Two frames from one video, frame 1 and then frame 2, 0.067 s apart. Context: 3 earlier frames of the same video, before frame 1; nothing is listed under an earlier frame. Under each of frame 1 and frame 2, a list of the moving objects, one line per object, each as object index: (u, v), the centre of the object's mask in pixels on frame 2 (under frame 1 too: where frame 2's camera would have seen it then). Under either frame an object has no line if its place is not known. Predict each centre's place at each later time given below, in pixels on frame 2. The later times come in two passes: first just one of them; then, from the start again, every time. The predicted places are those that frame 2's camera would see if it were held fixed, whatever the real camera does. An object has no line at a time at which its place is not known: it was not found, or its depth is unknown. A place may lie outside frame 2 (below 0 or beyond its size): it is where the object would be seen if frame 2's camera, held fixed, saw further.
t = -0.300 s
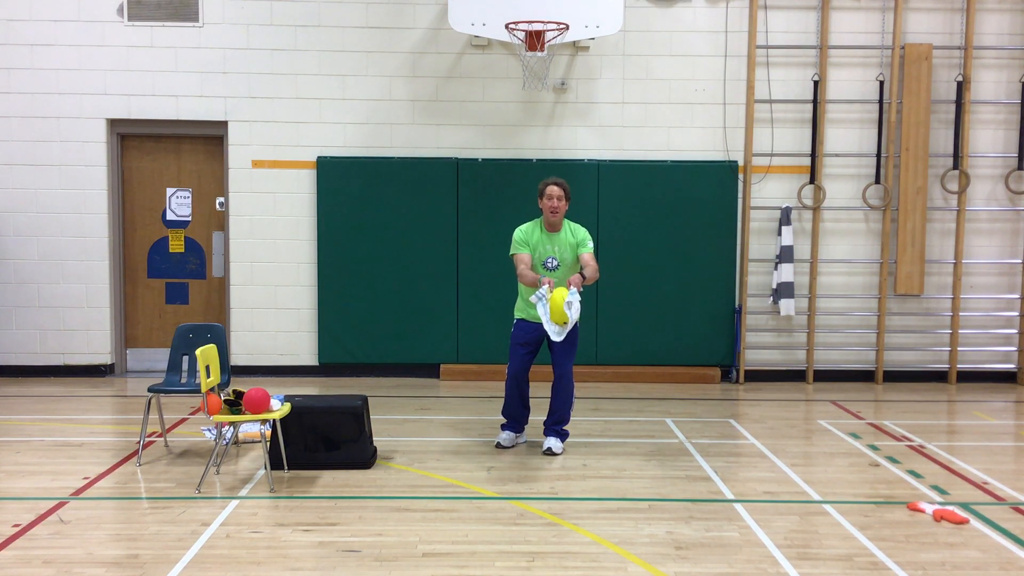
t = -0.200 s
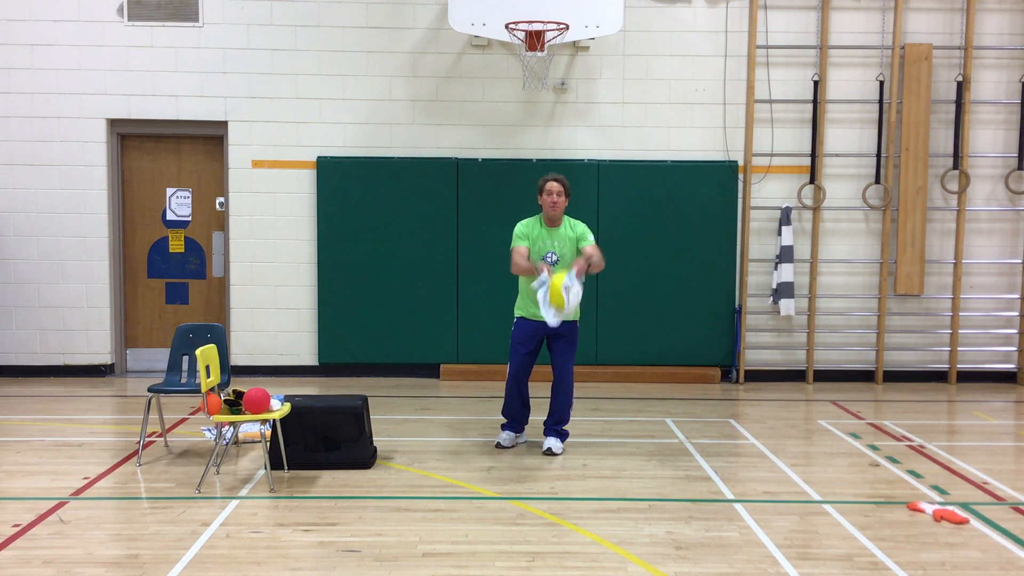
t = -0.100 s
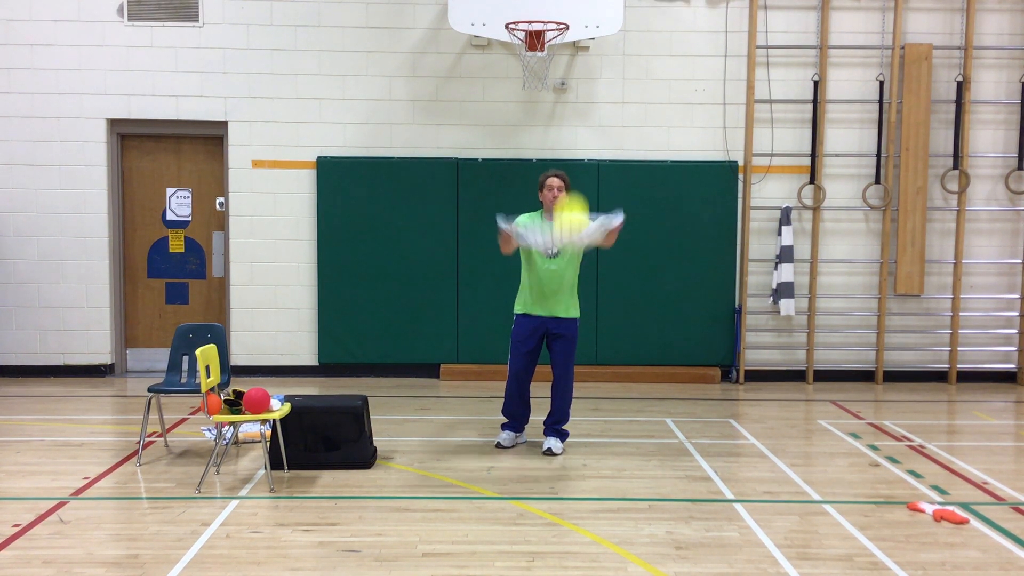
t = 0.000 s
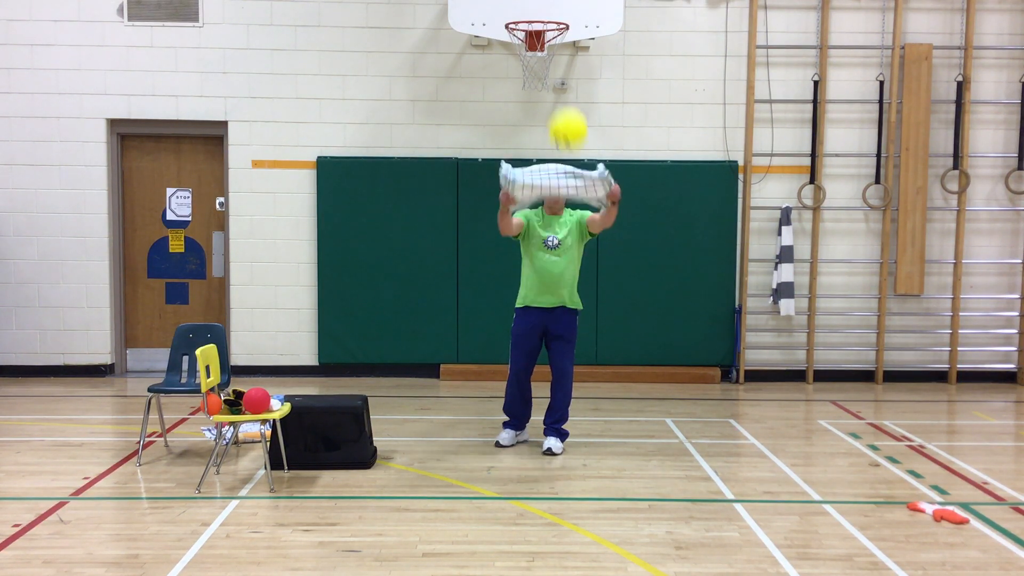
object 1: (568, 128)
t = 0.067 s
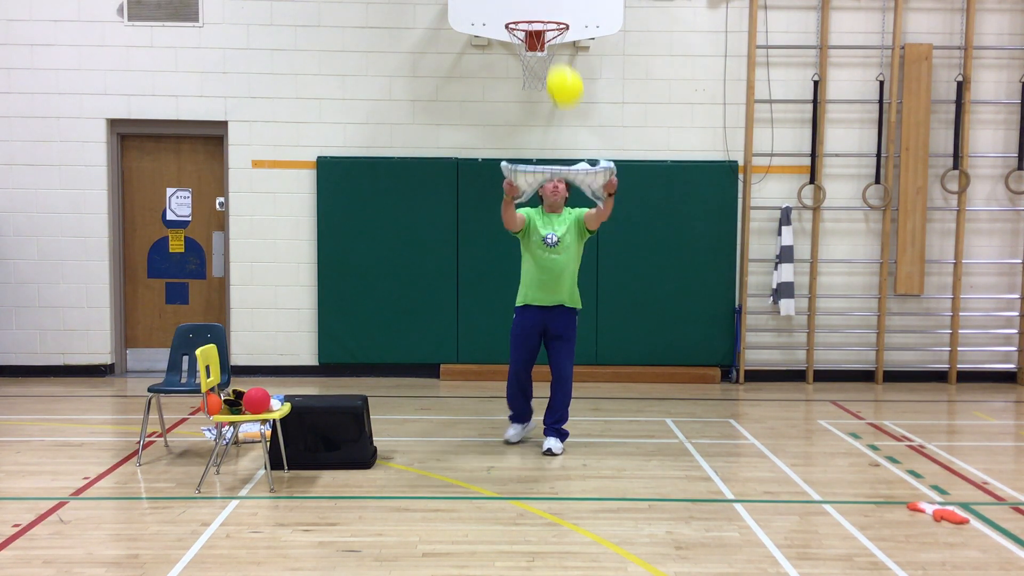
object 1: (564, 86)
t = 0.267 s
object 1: (547, 16)
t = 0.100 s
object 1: (562, 68)
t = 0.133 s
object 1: (560, 54)
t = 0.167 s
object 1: (557, 41)
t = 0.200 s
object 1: (553, 30)
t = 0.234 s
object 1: (550, 21)
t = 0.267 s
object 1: (547, 16)
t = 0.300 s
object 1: (545, 13)
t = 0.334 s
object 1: (544, 12)
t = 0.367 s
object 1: (544, 11)
